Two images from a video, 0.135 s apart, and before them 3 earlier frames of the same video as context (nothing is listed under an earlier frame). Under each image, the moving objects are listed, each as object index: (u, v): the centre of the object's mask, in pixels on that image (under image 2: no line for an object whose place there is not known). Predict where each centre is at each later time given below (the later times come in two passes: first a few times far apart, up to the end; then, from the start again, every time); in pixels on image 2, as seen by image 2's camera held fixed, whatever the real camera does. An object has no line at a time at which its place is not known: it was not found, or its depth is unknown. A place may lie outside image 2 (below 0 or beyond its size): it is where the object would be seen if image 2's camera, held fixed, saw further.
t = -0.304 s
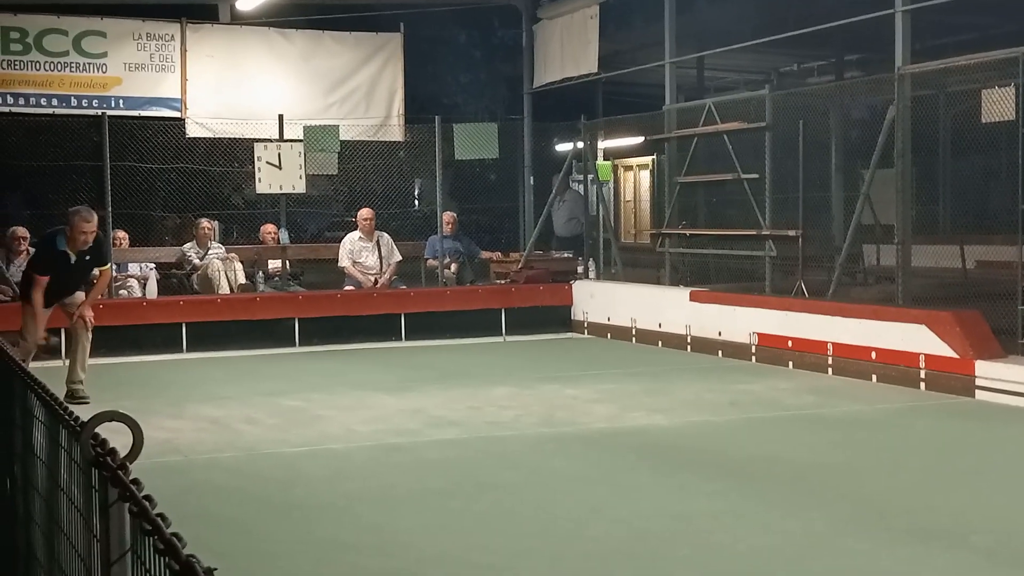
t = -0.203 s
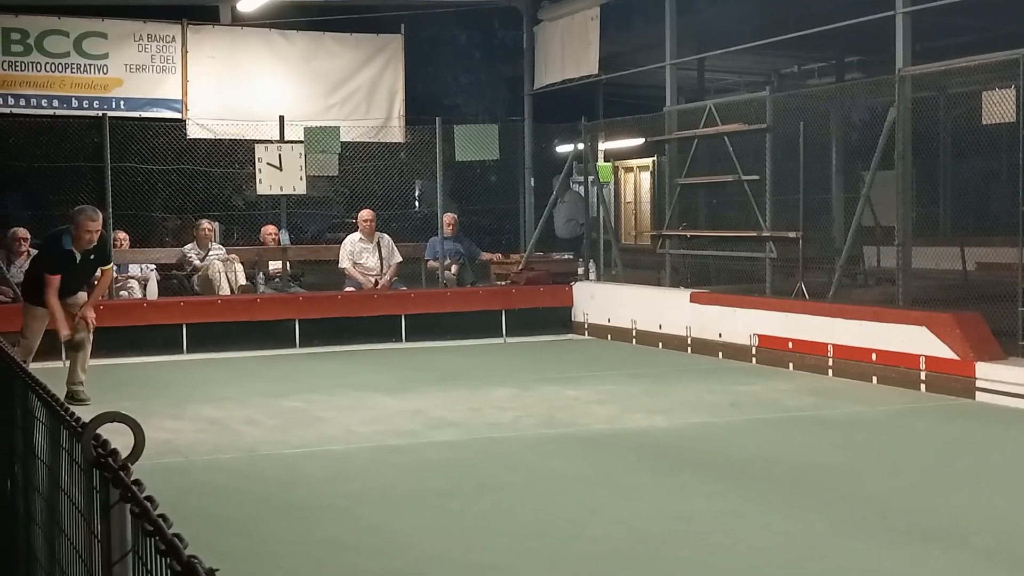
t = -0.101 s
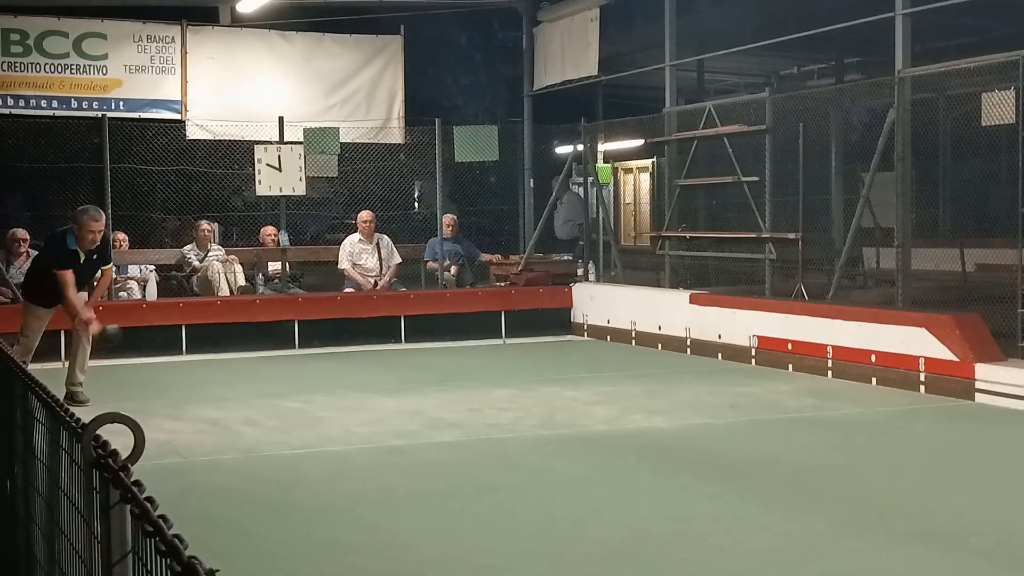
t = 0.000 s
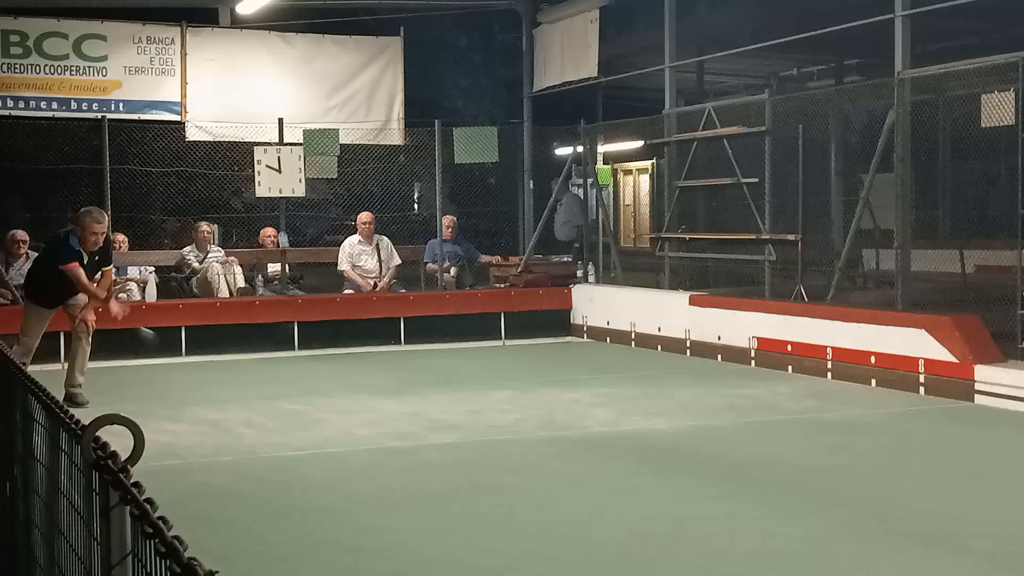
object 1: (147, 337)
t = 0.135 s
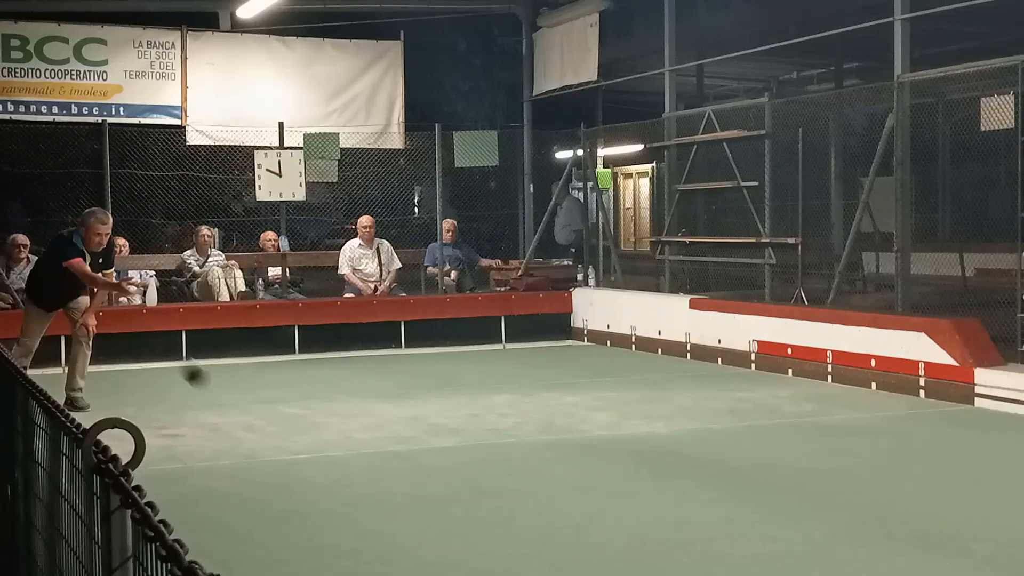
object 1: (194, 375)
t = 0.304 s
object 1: (256, 414)
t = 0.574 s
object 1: (340, 431)
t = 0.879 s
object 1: (447, 443)
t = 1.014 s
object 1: (499, 447)
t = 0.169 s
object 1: (208, 387)
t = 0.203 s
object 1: (221, 403)
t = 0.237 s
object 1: (236, 420)
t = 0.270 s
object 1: (246, 416)
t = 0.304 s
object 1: (256, 414)
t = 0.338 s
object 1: (265, 413)
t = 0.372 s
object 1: (274, 414)
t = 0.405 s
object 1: (285, 417)
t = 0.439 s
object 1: (294, 422)
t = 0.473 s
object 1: (305, 427)
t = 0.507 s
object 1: (316, 427)
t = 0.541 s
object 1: (327, 428)
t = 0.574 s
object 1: (340, 431)
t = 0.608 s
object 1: (350, 432)
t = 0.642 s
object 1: (362, 433)
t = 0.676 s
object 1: (374, 435)
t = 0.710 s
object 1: (385, 436)
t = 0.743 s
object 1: (397, 437)
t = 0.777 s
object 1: (410, 438)
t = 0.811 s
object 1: (422, 440)
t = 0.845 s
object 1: (434, 441)
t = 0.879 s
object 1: (447, 443)
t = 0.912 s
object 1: (459, 444)
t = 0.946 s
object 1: (473, 445)
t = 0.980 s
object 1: (485, 446)
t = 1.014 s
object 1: (499, 447)
